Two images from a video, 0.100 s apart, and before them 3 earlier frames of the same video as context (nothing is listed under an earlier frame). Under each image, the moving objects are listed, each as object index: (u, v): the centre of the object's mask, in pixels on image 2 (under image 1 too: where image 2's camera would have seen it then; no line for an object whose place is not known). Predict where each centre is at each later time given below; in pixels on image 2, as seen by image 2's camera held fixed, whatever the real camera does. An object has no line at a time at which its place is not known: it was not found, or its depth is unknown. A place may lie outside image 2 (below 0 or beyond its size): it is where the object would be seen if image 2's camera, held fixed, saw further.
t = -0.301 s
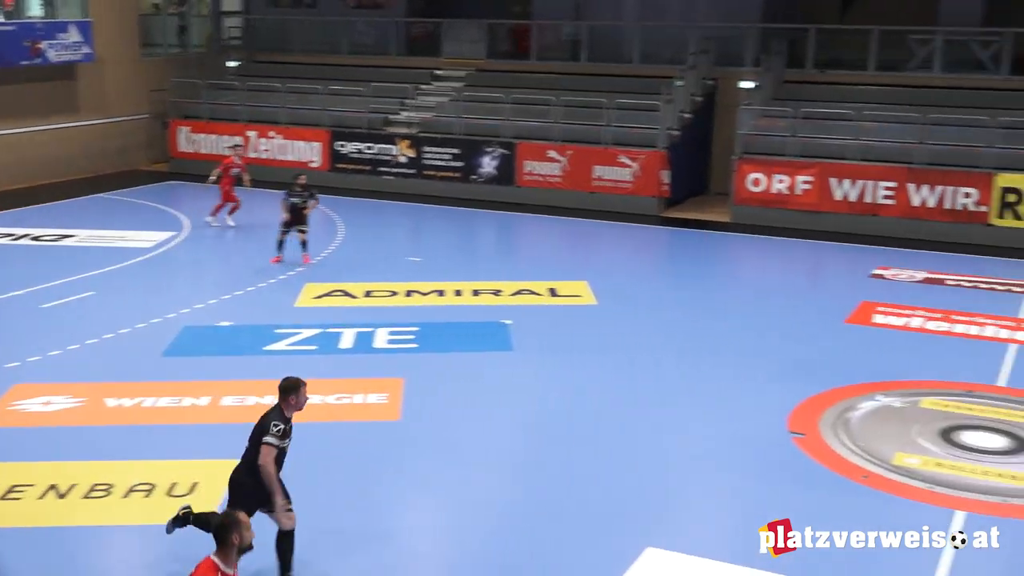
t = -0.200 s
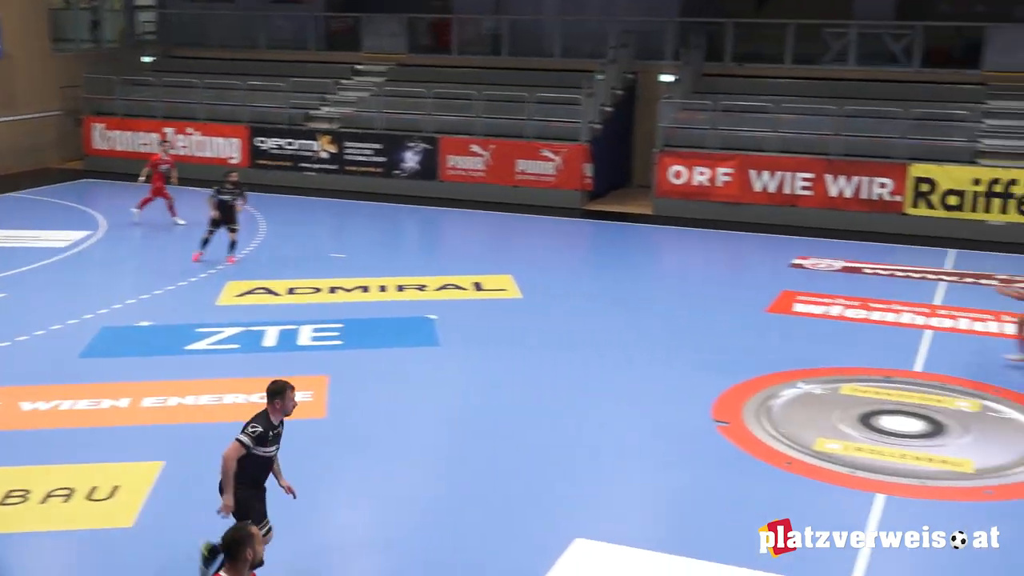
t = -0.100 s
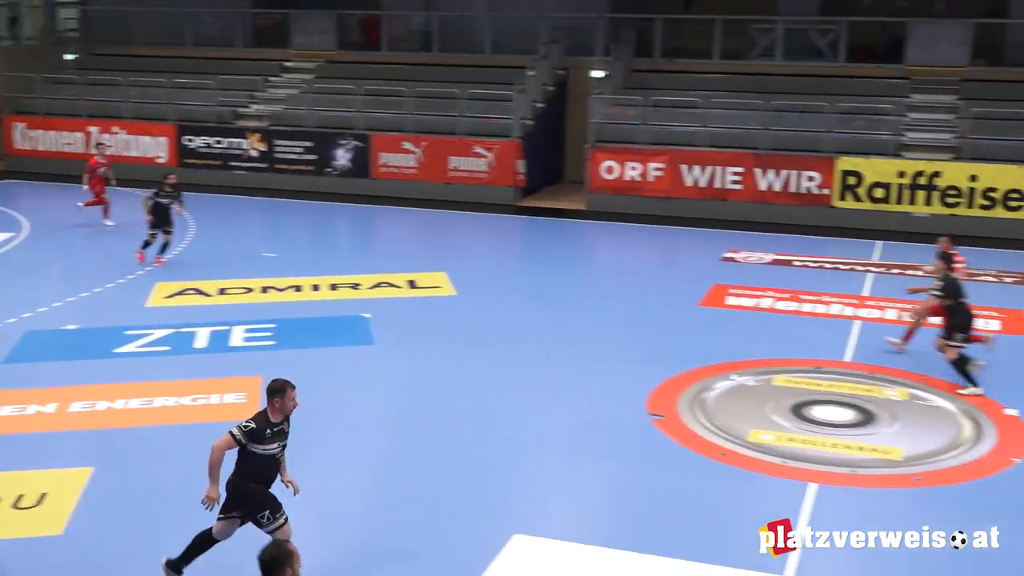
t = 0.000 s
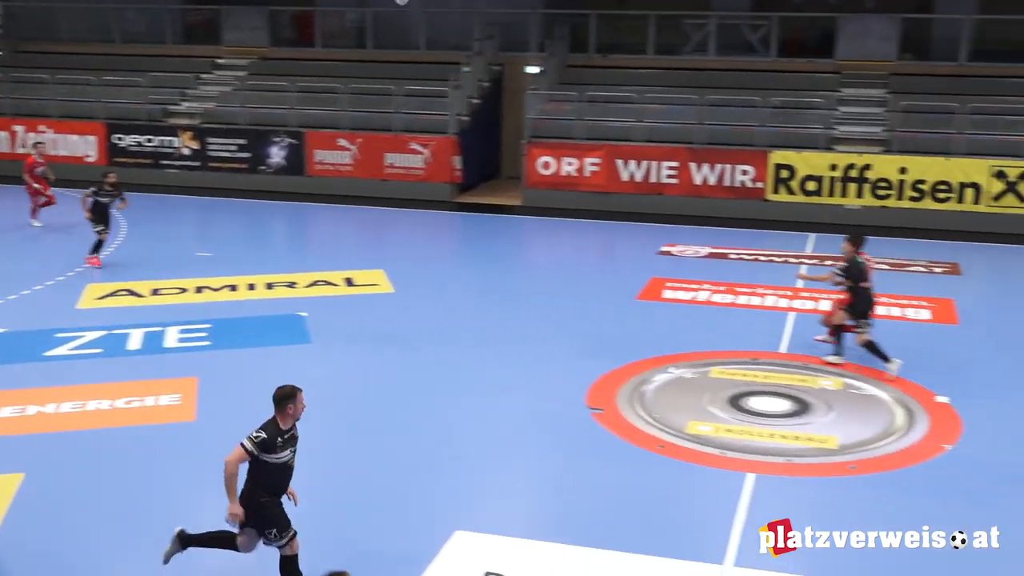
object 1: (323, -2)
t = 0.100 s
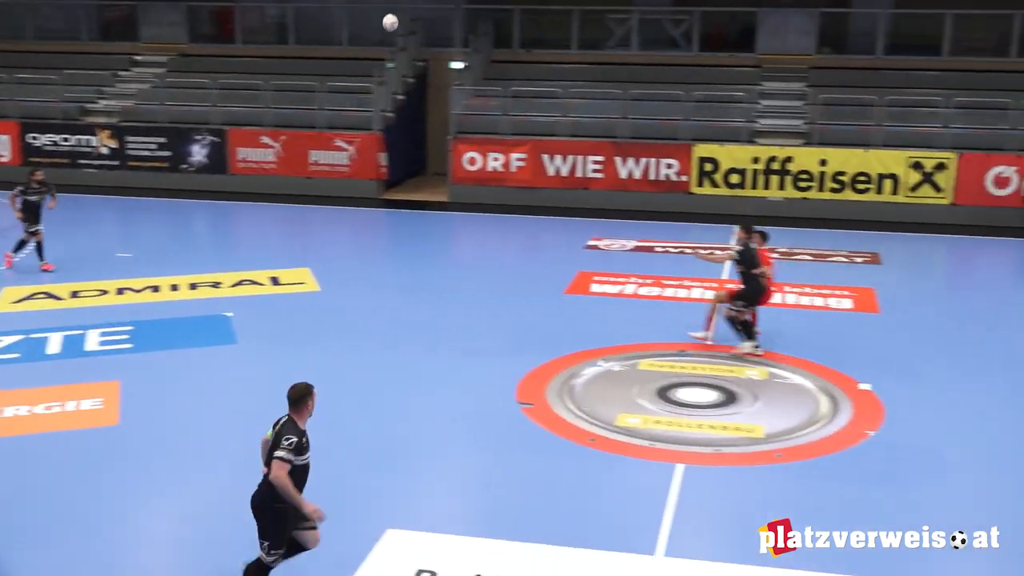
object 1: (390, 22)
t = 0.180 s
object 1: (423, 42)
